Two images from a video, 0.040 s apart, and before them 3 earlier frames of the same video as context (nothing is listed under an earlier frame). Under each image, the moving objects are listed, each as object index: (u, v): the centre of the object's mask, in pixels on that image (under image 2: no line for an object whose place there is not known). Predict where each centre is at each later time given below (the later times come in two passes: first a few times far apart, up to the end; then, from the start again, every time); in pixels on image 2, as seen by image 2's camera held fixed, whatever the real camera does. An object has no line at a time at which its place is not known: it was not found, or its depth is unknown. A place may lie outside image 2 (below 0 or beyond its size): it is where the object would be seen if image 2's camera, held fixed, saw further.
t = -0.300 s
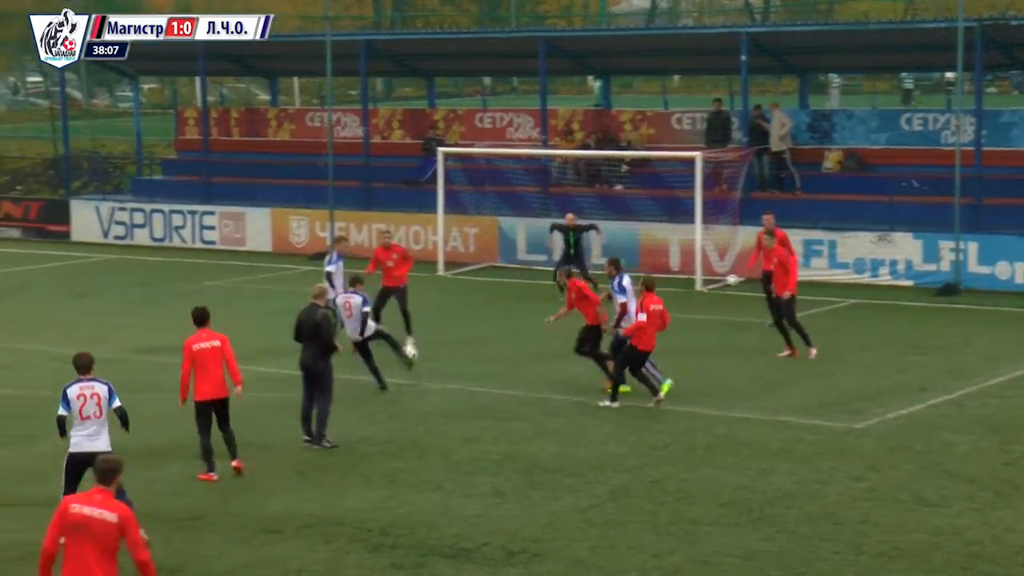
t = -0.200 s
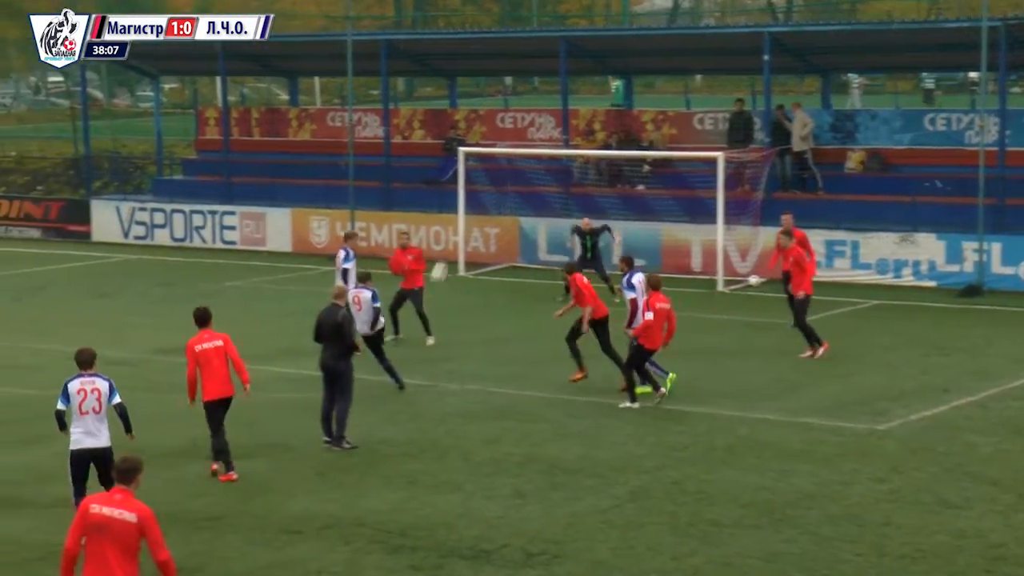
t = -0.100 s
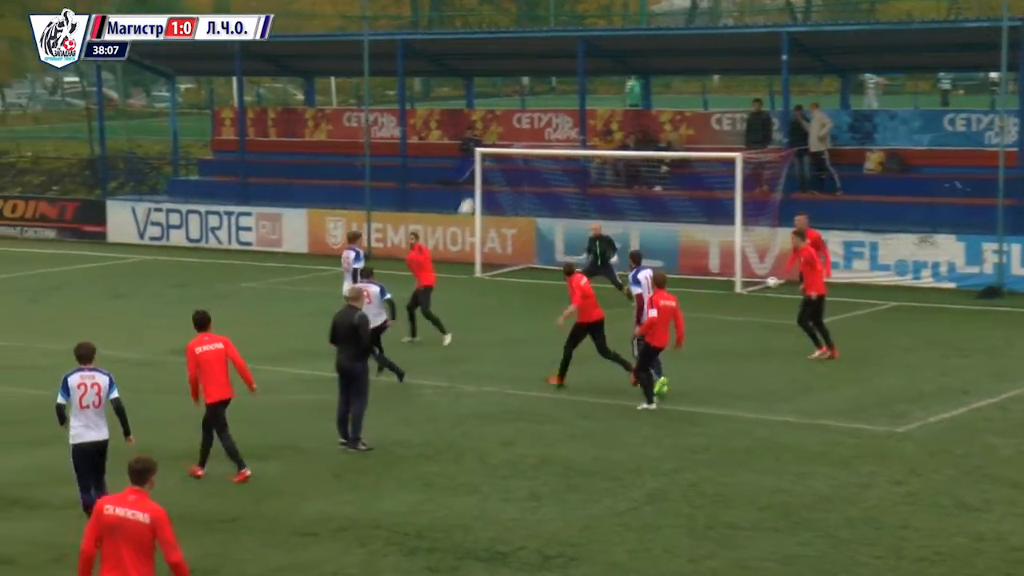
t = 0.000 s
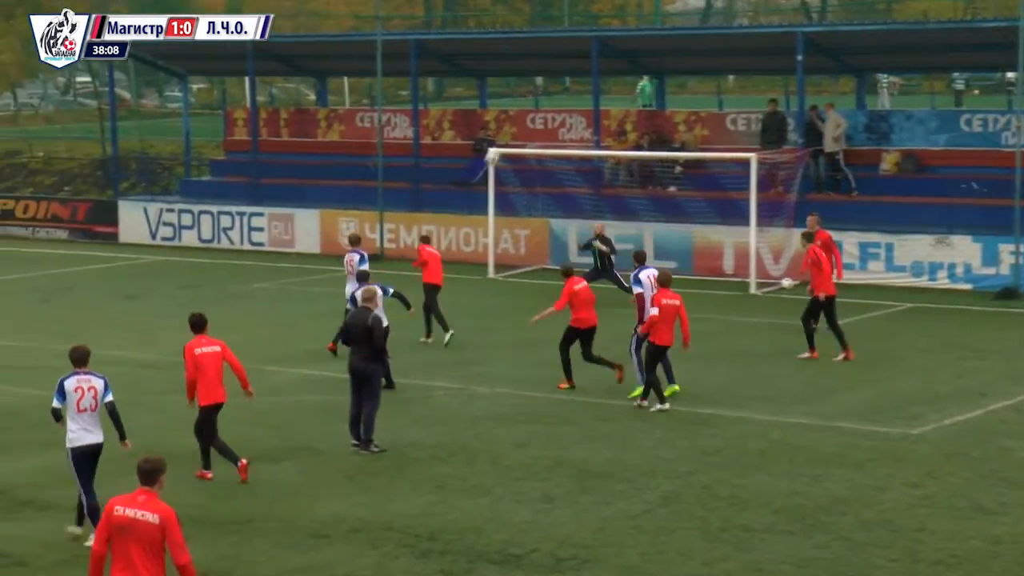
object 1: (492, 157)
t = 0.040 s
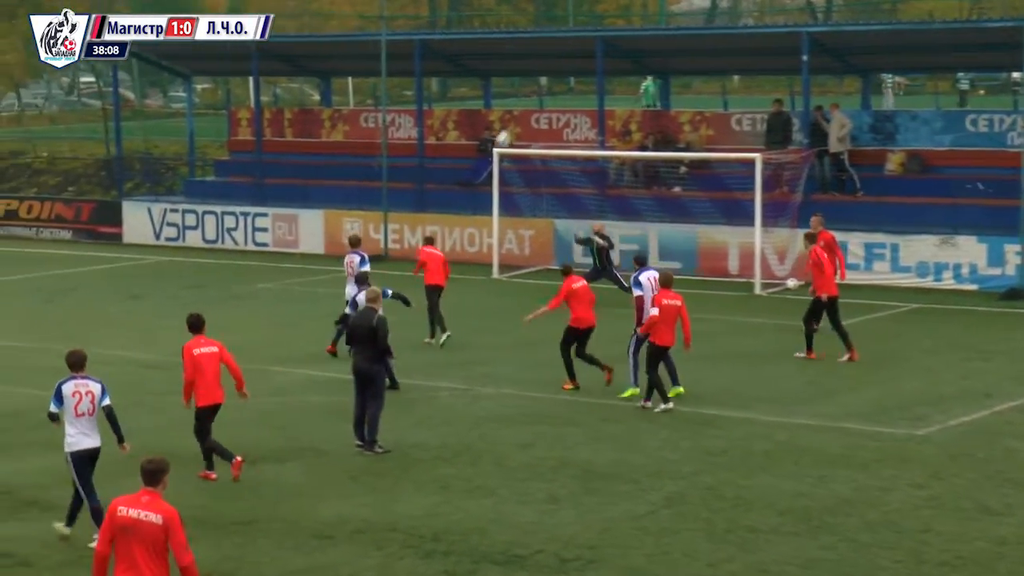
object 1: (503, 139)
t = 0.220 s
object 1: (532, 85)
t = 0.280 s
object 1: (543, 75)
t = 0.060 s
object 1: (506, 132)
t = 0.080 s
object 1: (509, 122)
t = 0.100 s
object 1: (512, 118)
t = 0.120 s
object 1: (515, 111)
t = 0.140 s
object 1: (520, 106)
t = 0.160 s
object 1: (523, 98)
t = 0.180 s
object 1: (525, 95)
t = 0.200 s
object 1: (529, 90)
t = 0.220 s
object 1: (532, 85)
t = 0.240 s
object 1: (538, 81)
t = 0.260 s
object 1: (539, 77)
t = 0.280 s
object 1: (543, 75)
